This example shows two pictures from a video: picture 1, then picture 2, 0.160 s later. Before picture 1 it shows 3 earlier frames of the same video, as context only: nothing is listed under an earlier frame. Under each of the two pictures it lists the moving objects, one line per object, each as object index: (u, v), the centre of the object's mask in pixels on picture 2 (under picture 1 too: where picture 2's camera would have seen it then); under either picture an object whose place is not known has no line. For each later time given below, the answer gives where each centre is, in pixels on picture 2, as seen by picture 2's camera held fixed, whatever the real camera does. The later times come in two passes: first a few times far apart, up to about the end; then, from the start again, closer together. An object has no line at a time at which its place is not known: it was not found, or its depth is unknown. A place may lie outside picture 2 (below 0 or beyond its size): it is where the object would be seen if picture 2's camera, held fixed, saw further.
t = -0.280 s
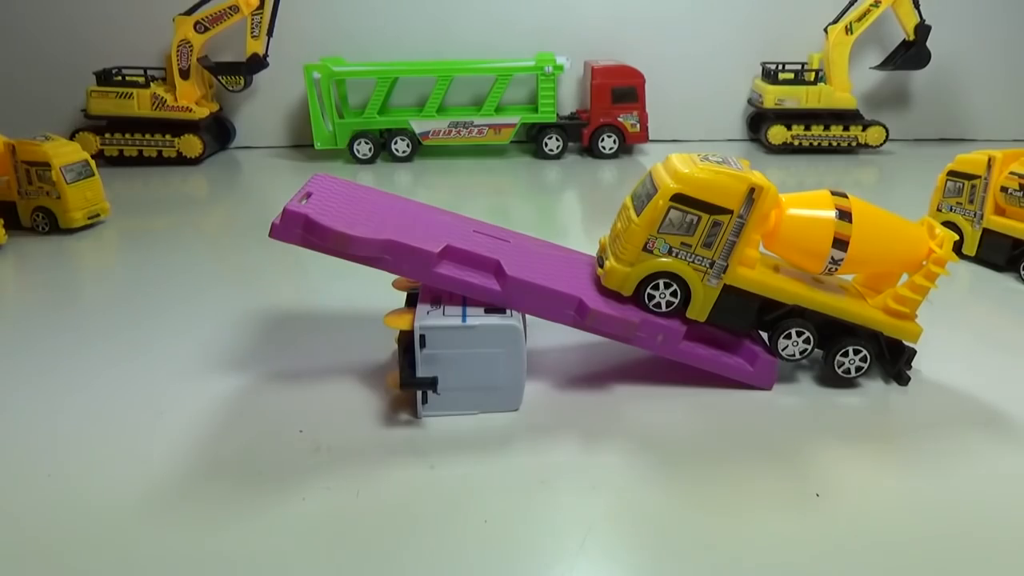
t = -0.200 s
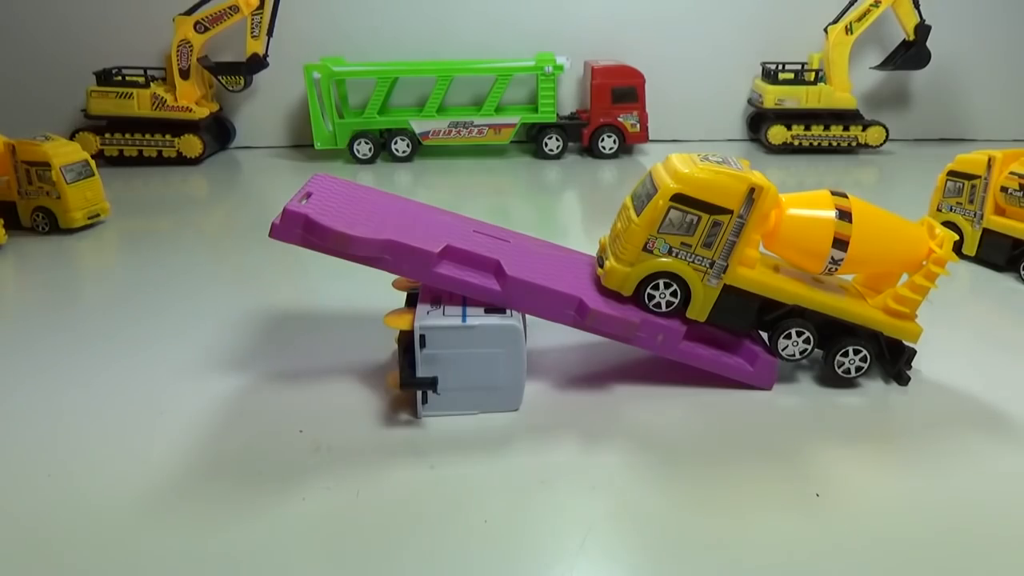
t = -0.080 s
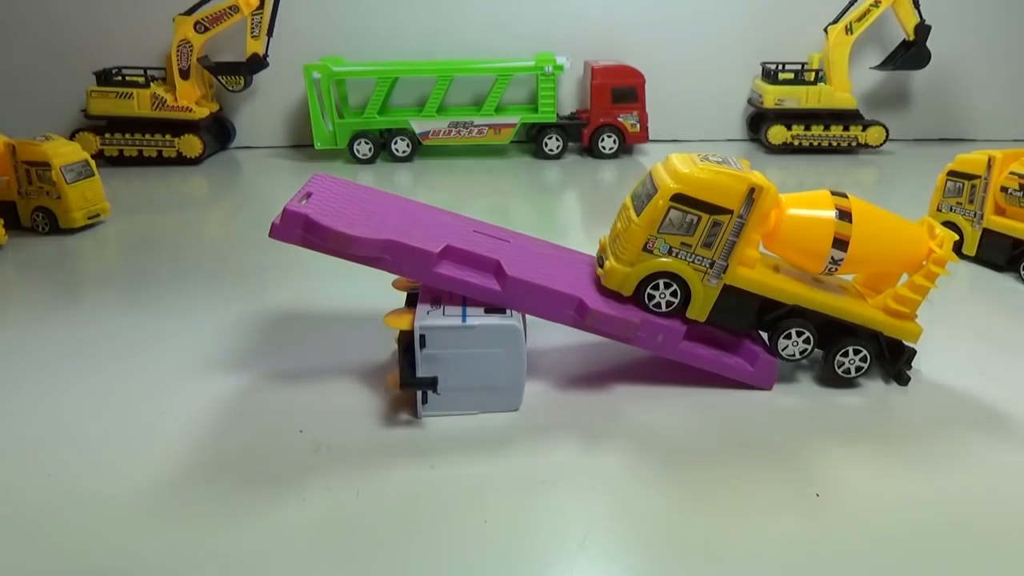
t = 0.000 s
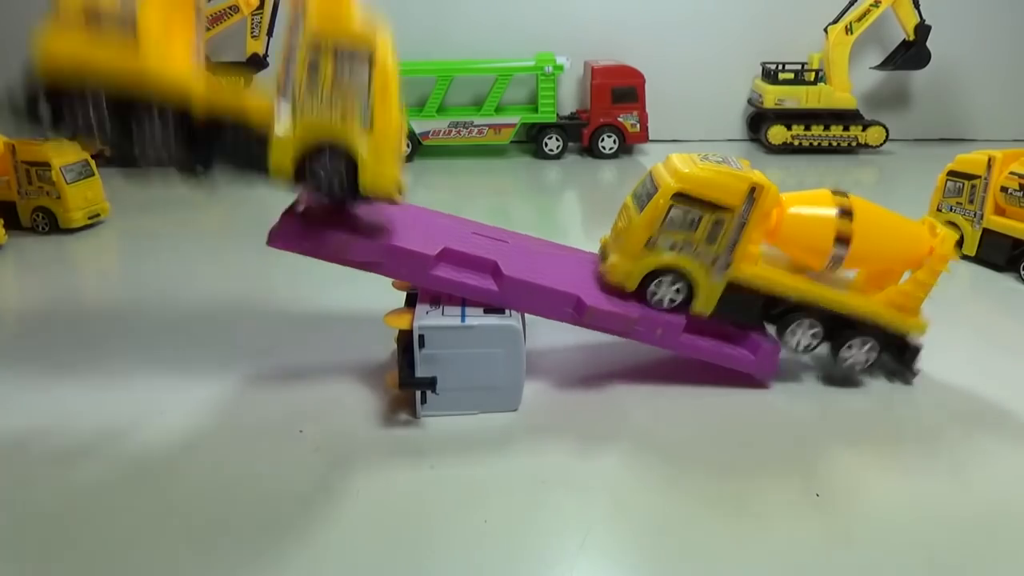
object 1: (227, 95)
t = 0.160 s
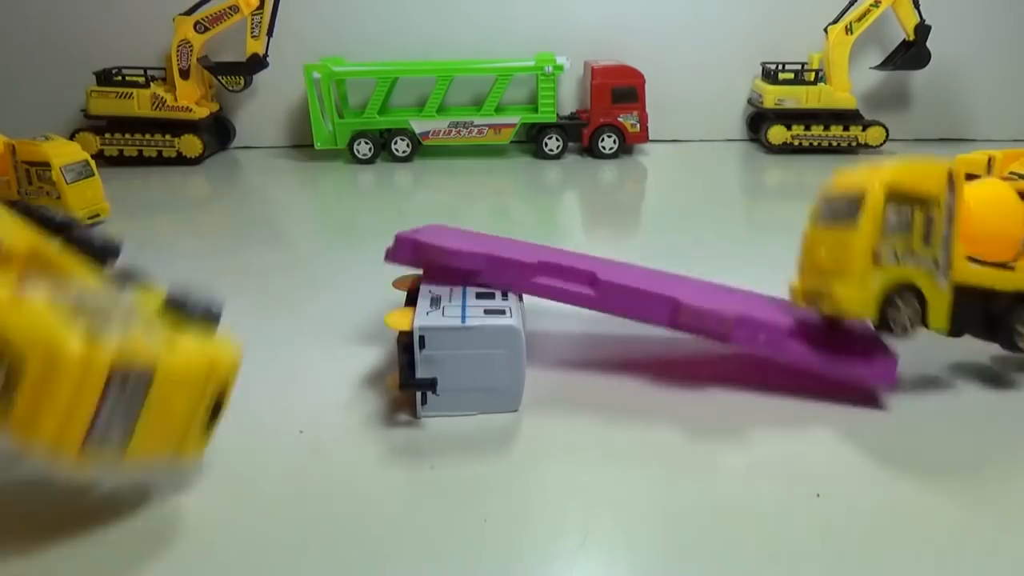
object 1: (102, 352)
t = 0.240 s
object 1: (57, 481)
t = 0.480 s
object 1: (28, 508)
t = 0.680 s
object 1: (28, 509)
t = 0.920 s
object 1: (28, 508)
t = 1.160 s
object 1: (28, 508)
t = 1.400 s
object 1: (28, 508)
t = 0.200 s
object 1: (75, 447)
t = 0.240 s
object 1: (57, 481)
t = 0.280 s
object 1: (40, 492)
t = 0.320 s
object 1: (30, 504)
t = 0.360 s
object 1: (28, 509)
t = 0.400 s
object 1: (28, 509)
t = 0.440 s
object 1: (28, 509)
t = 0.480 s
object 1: (28, 508)
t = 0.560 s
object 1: (28, 509)
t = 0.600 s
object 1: (28, 508)
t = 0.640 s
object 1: (28, 508)
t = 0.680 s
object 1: (28, 509)
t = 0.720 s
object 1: (28, 509)
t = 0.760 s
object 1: (28, 508)
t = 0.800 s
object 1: (28, 508)
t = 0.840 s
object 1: (28, 508)
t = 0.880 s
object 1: (28, 508)
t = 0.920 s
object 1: (28, 508)
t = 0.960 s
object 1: (28, 509)
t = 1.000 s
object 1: (28, 508)
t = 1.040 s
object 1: (28, 508)
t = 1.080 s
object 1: (28, 508)
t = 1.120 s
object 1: (28, 508)
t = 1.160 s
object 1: (28, 508)
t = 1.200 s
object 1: (28, 508)
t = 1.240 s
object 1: (28, 508)
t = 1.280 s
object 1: (28, 508)
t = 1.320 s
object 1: (28, 509)
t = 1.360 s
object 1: (28, 508)
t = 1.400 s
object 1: (28, 508)
